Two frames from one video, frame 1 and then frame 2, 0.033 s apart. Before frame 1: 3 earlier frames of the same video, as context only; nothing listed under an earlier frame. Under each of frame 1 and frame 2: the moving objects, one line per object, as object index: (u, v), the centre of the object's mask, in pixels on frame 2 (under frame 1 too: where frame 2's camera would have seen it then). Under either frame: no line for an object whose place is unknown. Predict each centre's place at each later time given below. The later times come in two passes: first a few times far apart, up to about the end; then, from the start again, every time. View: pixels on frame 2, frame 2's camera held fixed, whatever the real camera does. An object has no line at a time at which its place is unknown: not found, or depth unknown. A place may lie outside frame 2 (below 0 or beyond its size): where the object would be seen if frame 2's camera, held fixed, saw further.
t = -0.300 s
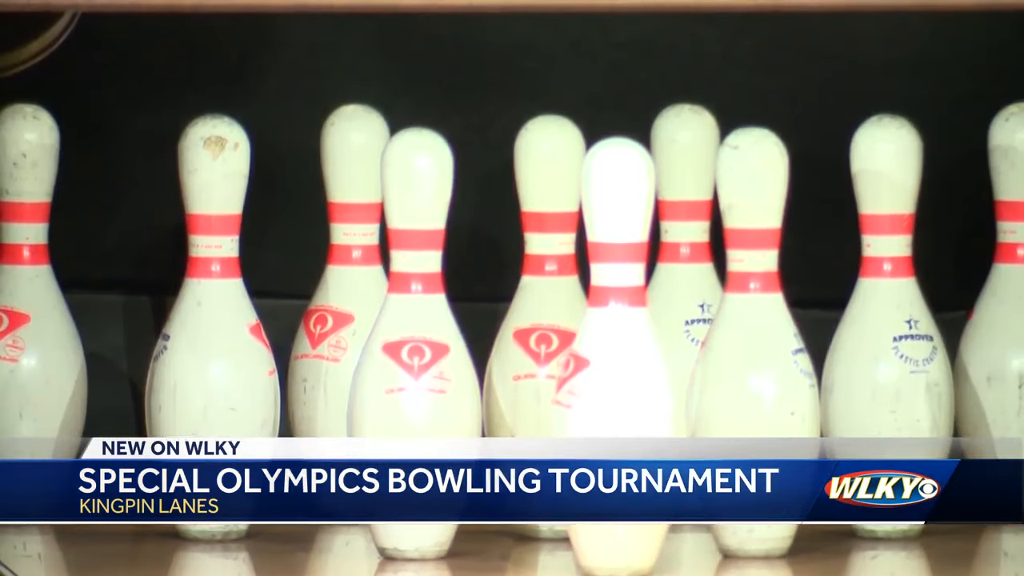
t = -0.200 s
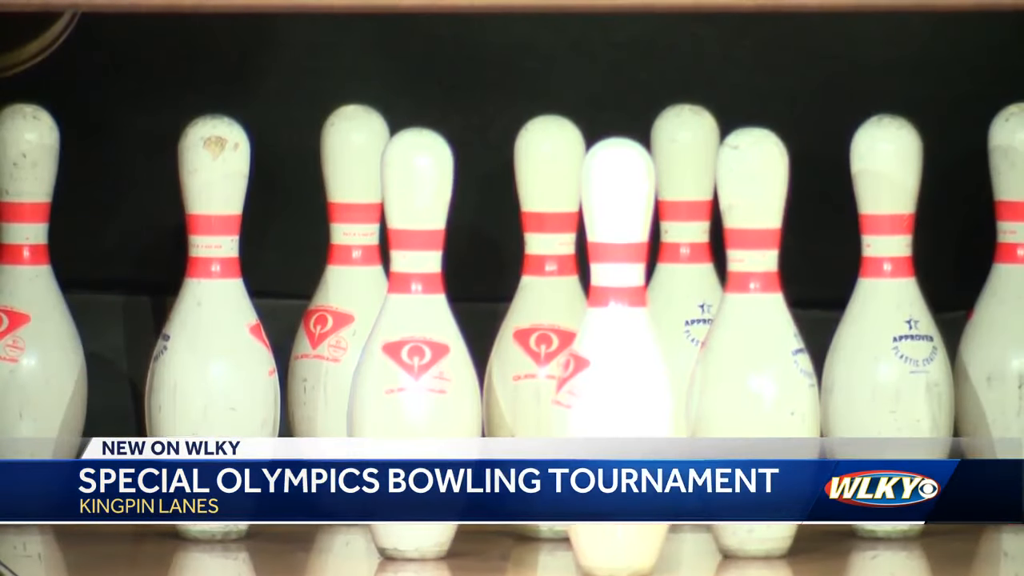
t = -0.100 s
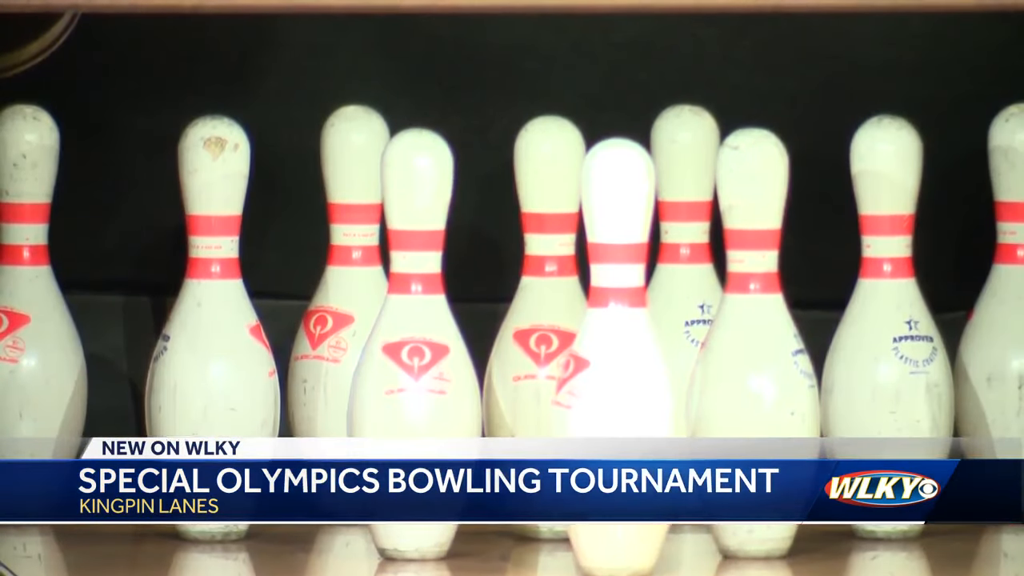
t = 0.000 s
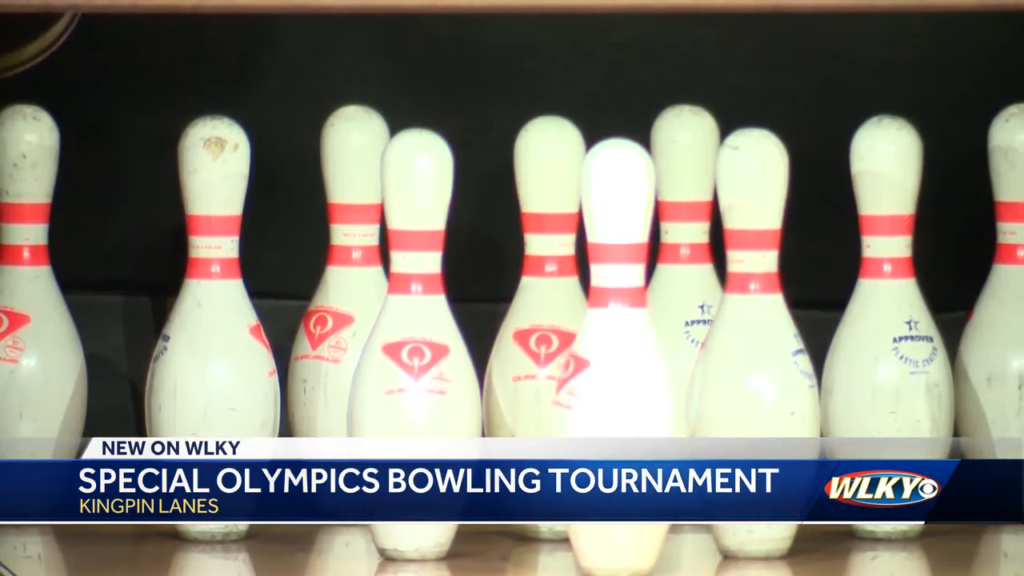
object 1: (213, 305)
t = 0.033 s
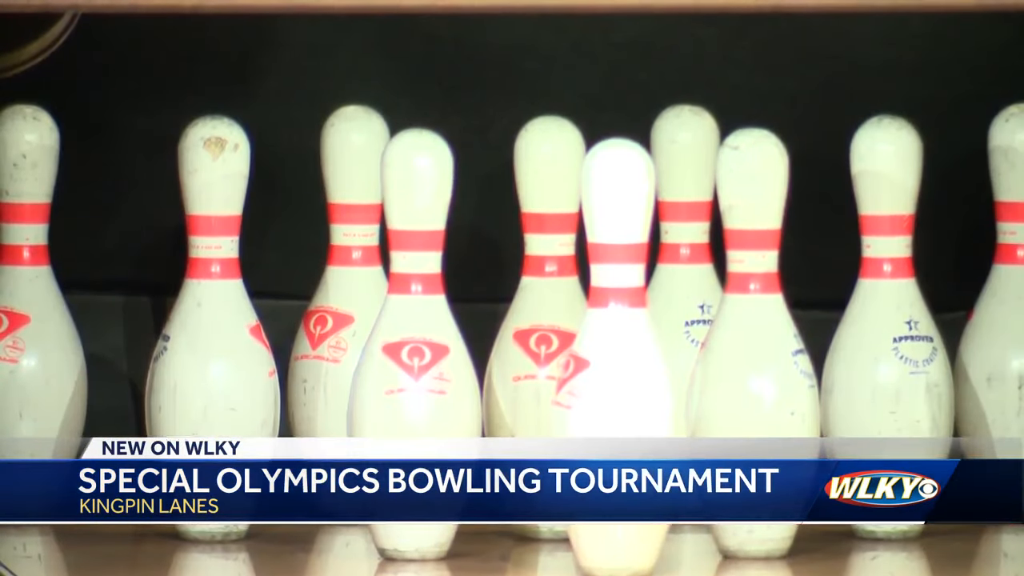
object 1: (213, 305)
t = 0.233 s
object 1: (213, 305)
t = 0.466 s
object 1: (213, 305)
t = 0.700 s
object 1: (213, 305)
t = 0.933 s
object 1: (213, 305)
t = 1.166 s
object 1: (213, 305)
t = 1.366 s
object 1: (213, 305)
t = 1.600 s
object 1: (211, 302)
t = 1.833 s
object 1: (116, 326)
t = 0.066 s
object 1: (213, 305)
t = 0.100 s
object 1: (213, 305)
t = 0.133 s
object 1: (213, 305)
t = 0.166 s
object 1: (213, 305)
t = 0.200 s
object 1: (213, 305)
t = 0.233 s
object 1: (213, 305)
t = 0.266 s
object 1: (213, 305)
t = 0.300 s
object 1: (213, 305)
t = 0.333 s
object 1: (213, 305)
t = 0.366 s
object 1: (213, 305)
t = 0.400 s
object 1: (213, 305)
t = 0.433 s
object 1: (213, 305)
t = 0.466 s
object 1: (213, 305)
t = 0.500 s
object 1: (213, 305)
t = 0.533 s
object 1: (213, 305)
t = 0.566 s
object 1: (213, 305)
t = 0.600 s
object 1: (213, 305)
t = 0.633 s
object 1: (213, 305)
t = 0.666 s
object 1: (213, 305)
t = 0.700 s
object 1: (213, 305)
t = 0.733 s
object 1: (213, 305)
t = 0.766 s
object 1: (213, 305)
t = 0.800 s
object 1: (213, 305)
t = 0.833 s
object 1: (213, 305)
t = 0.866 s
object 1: (213, 305)
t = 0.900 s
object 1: (213, 305)
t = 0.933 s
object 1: (213, 305)
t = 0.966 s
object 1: (213, 305)
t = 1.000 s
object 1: (213, 305)
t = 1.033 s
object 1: (213, 305)
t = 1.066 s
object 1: (213, 305)
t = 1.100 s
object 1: (213, 305)
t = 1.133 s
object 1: (213, 305)
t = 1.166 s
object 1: (213, 305)
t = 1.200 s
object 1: (213, 305)
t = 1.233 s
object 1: (213, 305)
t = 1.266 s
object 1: (213, 305)
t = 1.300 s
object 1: (213, 305)
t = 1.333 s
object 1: (213, 305)
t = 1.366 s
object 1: (213, 305)
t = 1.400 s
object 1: (213, 305)
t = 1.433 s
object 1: (213, 305)
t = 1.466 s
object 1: (213, 305)
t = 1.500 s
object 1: (213, 305)
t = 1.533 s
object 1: (213, 305)
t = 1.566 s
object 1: (212, 304)
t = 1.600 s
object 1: (211, 302)
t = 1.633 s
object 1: (210, 299)
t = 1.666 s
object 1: (208, 296)
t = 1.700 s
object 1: (207, 293)
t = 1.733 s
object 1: (205, 288)
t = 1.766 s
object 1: (183, 302)
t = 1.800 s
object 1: (153, 309)
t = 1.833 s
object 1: (116, 326)
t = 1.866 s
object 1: (102, 327)
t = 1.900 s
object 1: (98, 326)
